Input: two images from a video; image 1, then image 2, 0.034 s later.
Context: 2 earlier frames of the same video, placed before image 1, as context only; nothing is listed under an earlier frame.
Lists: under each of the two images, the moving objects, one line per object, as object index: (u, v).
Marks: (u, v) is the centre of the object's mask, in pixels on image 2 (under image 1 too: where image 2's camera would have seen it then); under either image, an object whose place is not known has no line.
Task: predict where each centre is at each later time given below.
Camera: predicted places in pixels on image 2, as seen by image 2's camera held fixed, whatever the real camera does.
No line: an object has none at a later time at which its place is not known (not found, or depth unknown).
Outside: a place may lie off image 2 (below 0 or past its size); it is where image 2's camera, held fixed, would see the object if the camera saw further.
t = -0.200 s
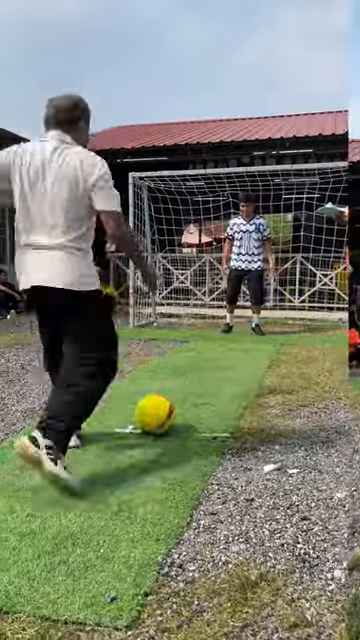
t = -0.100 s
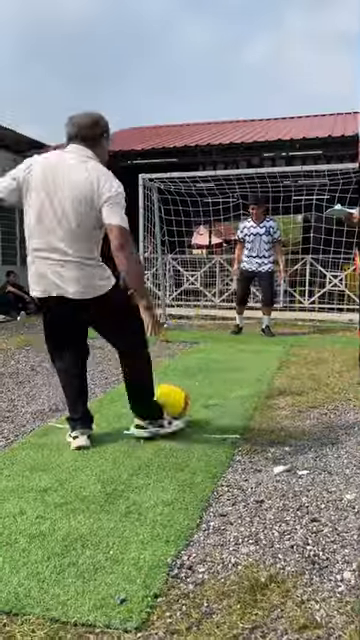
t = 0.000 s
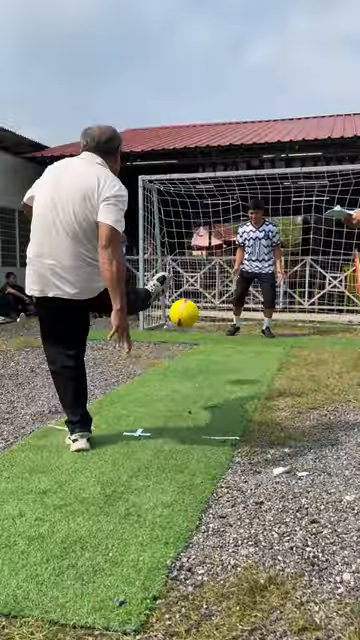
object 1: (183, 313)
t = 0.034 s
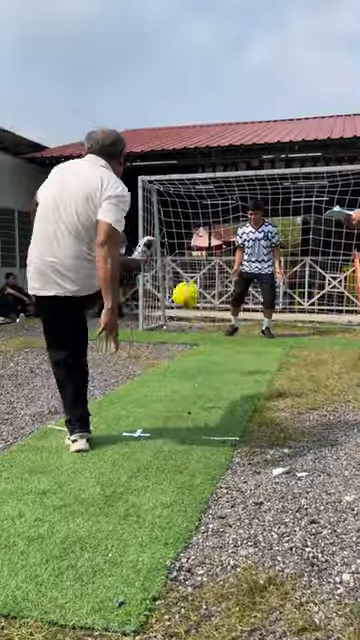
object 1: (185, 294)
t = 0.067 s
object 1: (188, 279)
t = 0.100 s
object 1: (189, 268)
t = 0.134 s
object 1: (192, 261)
